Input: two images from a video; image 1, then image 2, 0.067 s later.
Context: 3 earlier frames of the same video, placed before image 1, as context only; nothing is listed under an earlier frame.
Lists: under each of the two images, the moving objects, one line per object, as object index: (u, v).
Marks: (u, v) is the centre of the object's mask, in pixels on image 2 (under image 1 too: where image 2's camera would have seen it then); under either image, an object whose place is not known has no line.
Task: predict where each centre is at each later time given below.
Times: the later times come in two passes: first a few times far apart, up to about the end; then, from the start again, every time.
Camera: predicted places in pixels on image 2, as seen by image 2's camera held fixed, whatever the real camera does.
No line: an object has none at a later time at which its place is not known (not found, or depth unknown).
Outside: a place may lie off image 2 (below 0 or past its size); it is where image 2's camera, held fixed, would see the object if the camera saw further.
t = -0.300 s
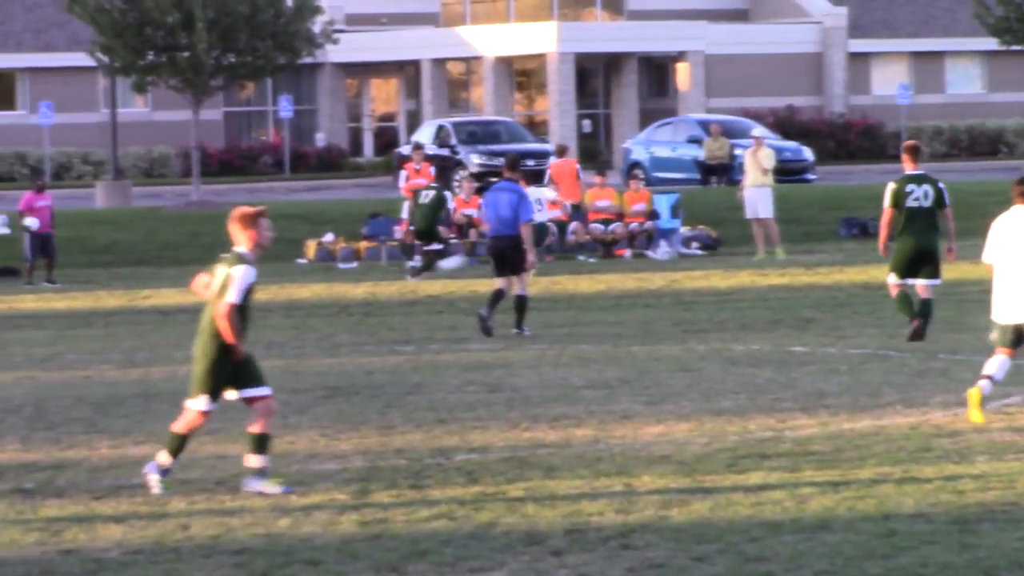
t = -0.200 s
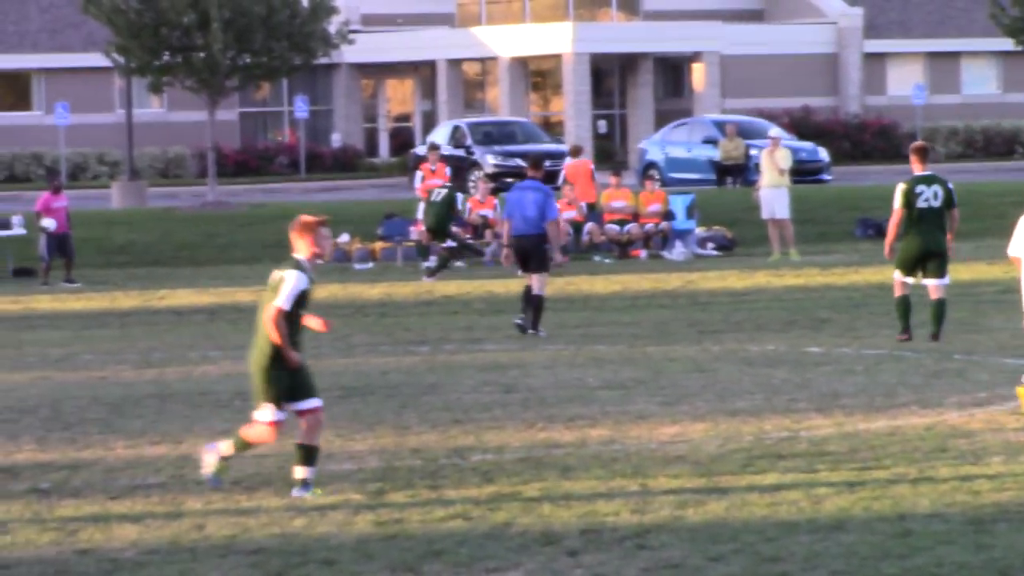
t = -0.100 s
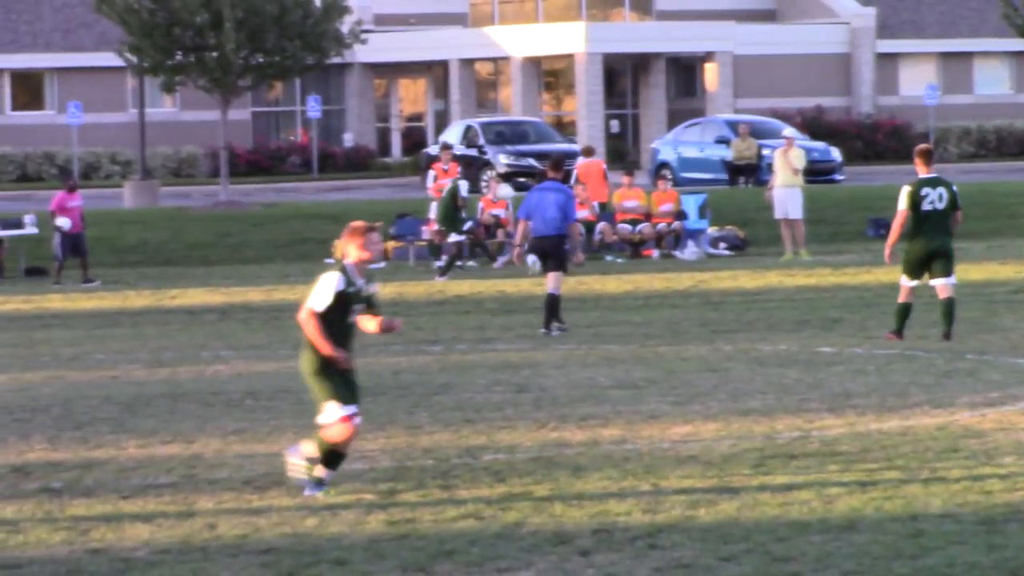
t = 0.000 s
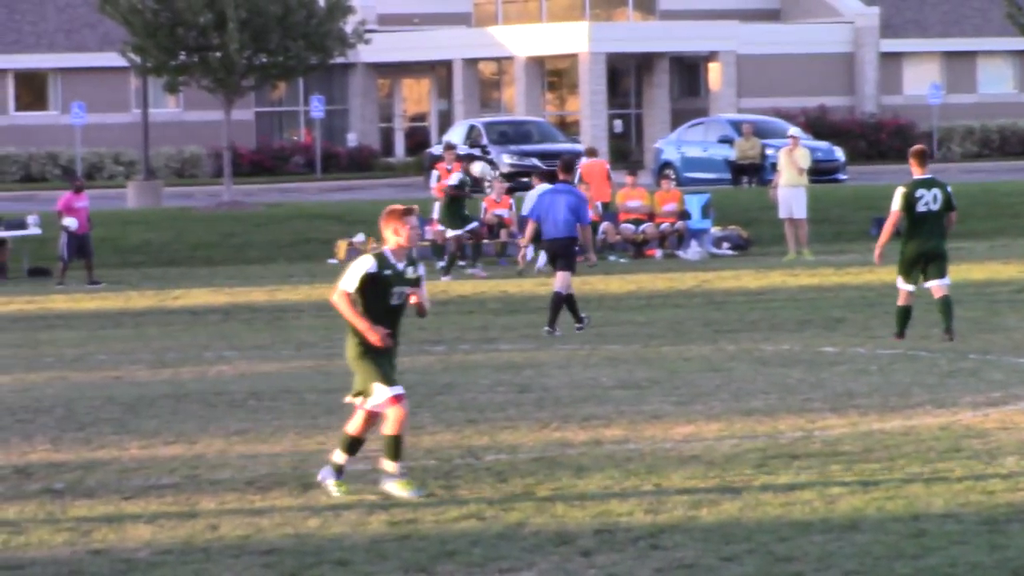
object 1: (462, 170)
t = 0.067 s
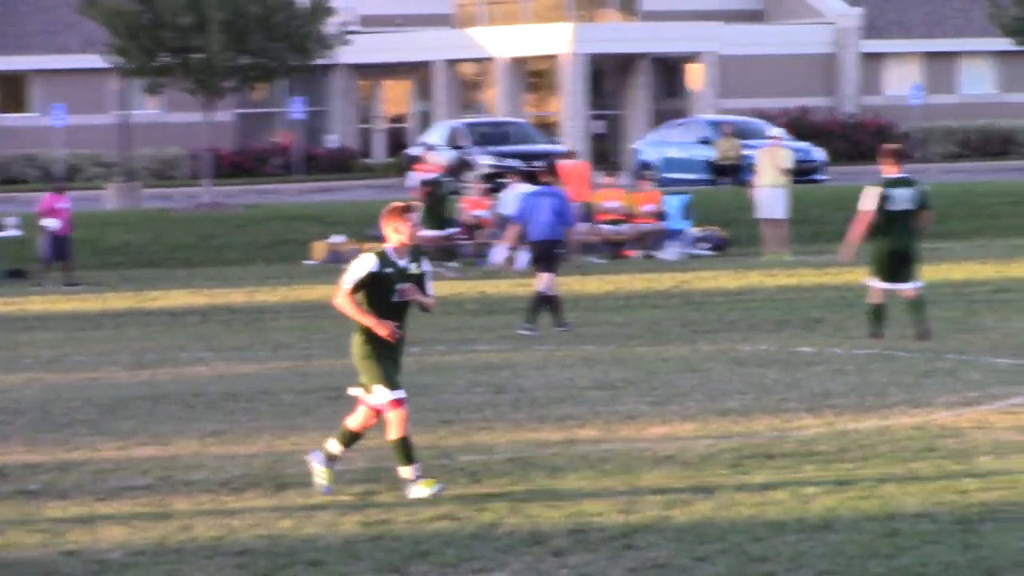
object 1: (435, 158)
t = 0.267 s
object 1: (383, 141)
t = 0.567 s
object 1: (309, 174)
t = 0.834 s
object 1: (242, 257)
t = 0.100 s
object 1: (430, 154)
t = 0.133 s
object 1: (423, 148)
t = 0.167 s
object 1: (411, 145)
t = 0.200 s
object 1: (401, 143)
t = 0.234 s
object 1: (393, 142)
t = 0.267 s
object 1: (383, 141)
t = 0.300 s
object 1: (375, 141)
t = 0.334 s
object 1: (366, 143)
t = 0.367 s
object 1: (357, 145)
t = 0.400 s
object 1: (350, 148)
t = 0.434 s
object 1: (342, 152)
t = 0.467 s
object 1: (333, 156)
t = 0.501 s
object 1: (325, 161)
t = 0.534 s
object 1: (317, 167)
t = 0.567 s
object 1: (309, 174)
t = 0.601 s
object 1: (300, 181)
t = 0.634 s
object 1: (292, 189)
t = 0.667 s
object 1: (284, 198)
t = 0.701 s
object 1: (275, 208)
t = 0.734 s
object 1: (267, 219)
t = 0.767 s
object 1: (258, 231)
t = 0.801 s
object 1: (250, 244)
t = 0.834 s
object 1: (242, 257)
